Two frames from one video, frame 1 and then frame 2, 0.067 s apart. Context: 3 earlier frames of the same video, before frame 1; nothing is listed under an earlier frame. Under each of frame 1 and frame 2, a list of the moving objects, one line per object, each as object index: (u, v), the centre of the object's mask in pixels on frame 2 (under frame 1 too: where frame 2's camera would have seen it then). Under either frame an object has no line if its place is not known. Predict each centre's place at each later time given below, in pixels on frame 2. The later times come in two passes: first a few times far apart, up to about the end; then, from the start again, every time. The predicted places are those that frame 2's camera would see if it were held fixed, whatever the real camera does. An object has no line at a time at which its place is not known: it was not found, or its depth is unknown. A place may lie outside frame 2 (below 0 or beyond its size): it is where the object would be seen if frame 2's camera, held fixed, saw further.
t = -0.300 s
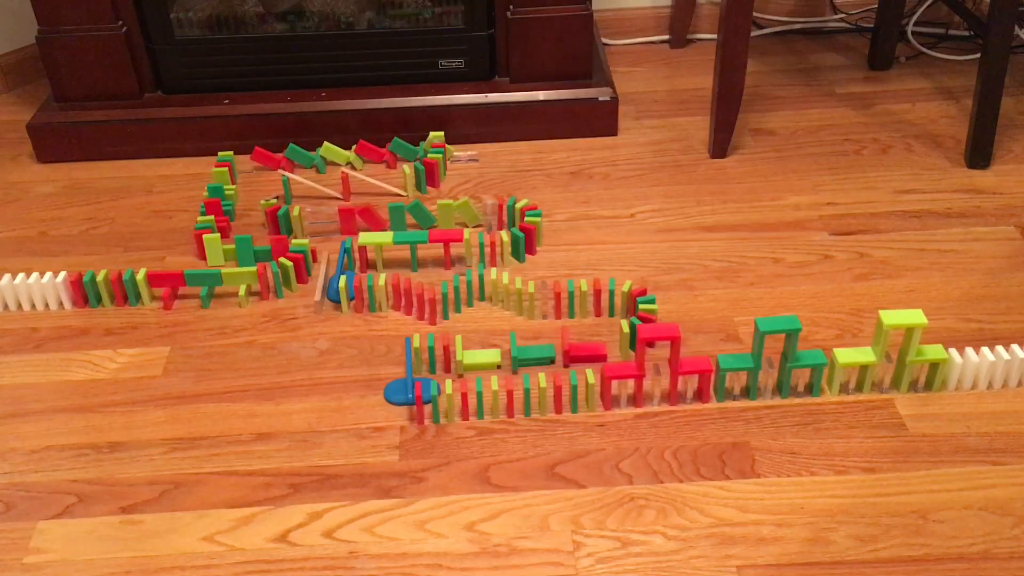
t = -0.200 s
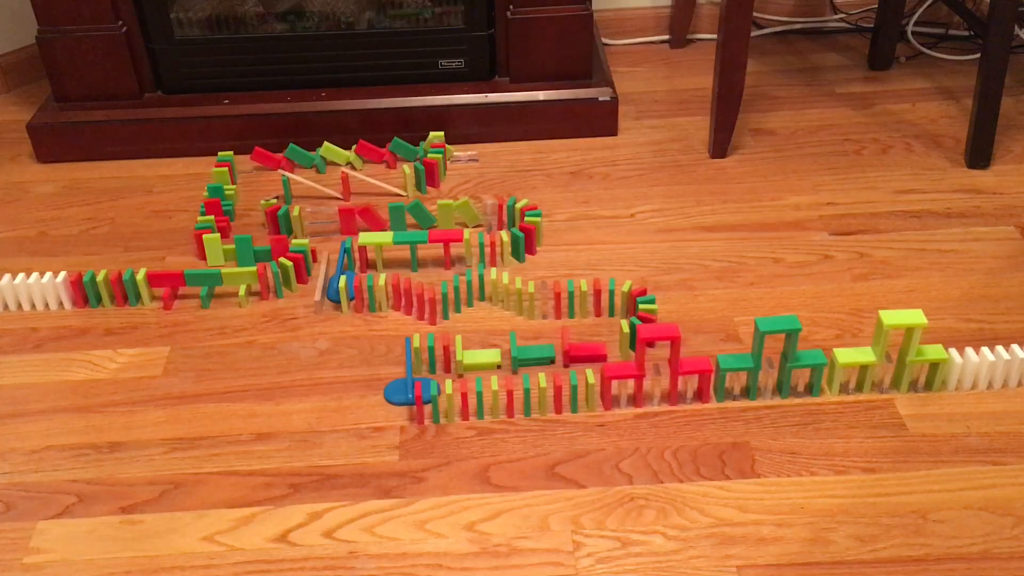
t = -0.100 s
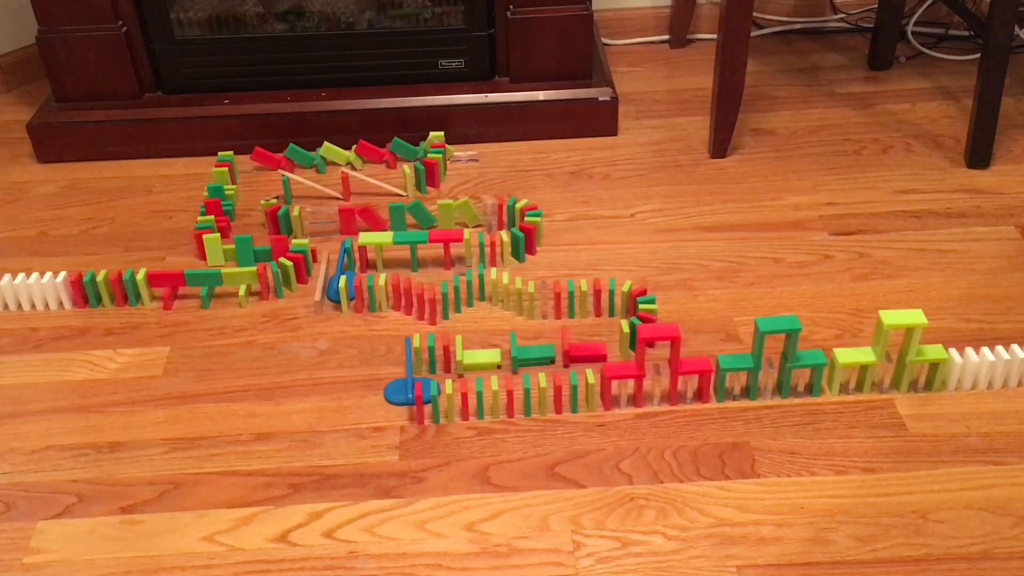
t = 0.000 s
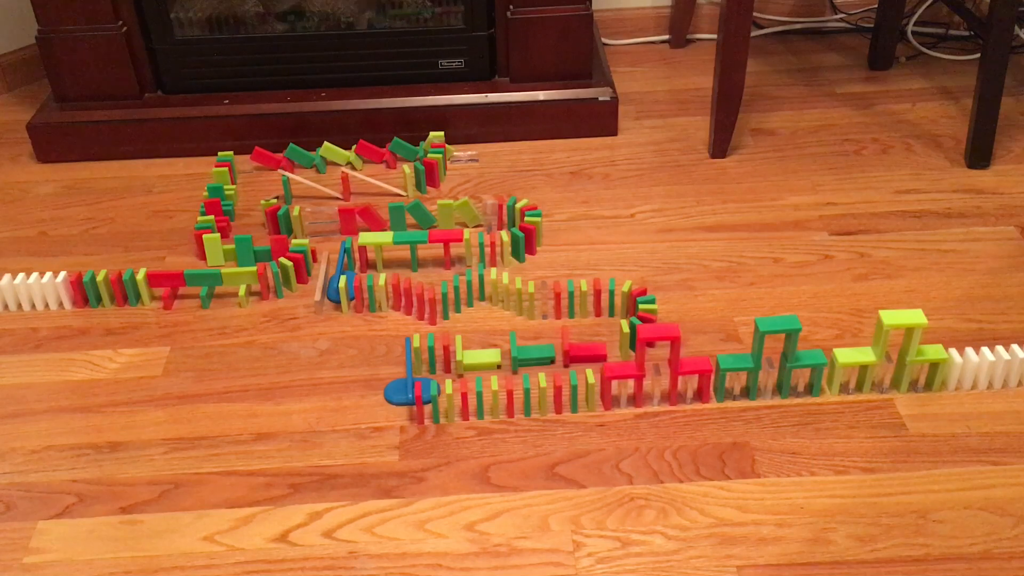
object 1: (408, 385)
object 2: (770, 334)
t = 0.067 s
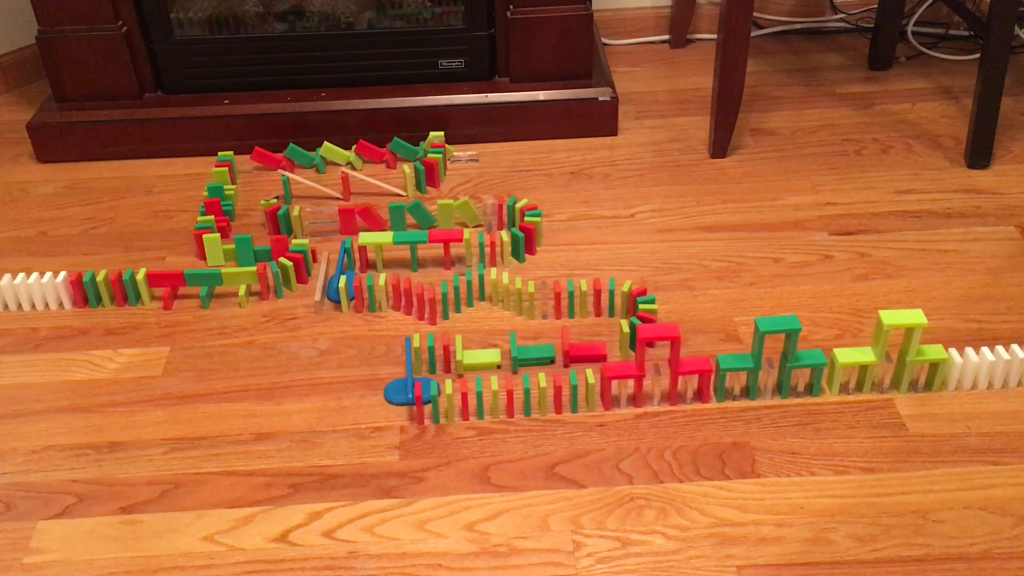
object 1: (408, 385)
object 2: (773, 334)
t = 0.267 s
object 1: (408, 385)
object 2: (773, 334)
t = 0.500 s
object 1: (408, 385)
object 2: (773, 334)
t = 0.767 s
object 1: (407, 385)
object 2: (773, 334)
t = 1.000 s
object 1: (408, 385)
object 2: (773, 334)
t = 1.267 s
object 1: (408, 385)
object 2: (773, 334)
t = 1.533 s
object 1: (407, 385)
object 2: (773, 334)
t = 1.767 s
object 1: (407, 385)
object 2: (770, 334)
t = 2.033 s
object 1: (409, 385)
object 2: (771, 334)
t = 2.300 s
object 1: (409, 385)
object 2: (770, 334)
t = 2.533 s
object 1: (409, 385)
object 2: (770, 334)
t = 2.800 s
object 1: (409, 385)
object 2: (770, 334)
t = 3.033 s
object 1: (408, 385)
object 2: (770, 334)
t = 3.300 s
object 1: (409, 385)
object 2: (771, 334)
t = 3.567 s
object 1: (409, 385)
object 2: (771, 334)
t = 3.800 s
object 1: (409, 385)
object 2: (772, 334)
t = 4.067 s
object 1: (409, 385)
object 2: (771, 334)
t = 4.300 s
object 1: (409, 385)
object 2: (771, 334)
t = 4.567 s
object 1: (409, 385)
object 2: (771, 334)
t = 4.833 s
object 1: (409, 385)
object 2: (770, 334)
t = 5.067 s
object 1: (408, 385)
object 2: (771, 334)
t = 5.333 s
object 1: (408, 385)
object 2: (770, 334)
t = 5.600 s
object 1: (408, 385)
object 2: (770, 334)
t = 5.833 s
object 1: (408, 385)
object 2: (770, 334)
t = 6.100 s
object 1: (401, 386)
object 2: (770, 334)
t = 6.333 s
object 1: (401, 384)
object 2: (771, 334)
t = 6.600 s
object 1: (401, 386)
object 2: (774, 351)
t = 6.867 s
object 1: (402, 386)
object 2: (724, 388)
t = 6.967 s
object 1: (402, 386)
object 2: (708, 415)
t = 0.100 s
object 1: (408, 385)
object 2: (770, 334)
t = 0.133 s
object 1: (408, 385)
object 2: (773, 334)
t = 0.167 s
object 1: (408, 385)
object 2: (773, 334)
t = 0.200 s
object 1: (408, 385)
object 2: (773, 334)
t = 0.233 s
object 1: (408, 385)
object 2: (773, 334)
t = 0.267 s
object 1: (408, 385)
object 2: (773, 334)
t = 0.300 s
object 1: (408, 385)
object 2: (773, 334)
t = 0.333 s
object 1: (408, 385)
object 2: (773, 334)
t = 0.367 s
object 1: (408, 385)
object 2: (773, 334)
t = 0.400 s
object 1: (408, 385)
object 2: (773, 334)
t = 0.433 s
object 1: (408, 385)
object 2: (773, 334)
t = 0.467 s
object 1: (408, 385)
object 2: (773, 334)
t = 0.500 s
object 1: (408, 385)
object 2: (773, 334)
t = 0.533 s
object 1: (408, 385)
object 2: (773, 334)
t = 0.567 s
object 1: (408, 385)
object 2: (773, 334)
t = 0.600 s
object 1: (408, 385)
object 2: (773, 334)
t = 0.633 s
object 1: (408, 385)
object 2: (773, 334)
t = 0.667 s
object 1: (408, 385)
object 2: (773, 334)
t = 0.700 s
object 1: (407, 385)
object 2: (773, 334)
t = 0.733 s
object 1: (407, 385)
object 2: (773, 334)
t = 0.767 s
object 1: (407, 385)
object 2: (773, 334)
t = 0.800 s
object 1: (407, 385)
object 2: (773, 334)
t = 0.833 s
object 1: (407, 385)
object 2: (773, 334)
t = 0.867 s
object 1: (407, 385)
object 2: (773, 334)
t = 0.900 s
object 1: (407, 385)
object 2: (773, 334)
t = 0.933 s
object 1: (407, 385)
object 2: (773, 334)
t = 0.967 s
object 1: (407, 385)
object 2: (773, 334)
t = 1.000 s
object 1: (408, 385)
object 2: (773, 334)
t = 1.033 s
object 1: (407, 385)
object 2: (773, 334)
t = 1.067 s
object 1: (408, 385)
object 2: (773, 334)
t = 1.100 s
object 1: (407, 385)
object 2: (773, 334)
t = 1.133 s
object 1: (408, 385)
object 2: (773, 334)
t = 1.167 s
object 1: (408, 385)
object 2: (773, 334)
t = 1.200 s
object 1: (408, 385)
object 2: (773, 334)
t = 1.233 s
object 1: (407, 385)
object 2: (773, 334)
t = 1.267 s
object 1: (408, 385)
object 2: (773, 334)
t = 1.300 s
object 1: (407, 385)
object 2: (773, 334)
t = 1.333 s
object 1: (407, 385)
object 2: (773, 334)
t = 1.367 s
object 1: (407, 385)
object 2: (773, 334)
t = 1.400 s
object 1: (407, 385)
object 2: (773, 334)
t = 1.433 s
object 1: (407, 385)
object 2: (773, 334)
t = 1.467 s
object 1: (407, 385)
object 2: (773, 334)
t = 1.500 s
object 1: (407, 385)
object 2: (773, 334)
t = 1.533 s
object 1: (407, 385)
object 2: (773, 334)
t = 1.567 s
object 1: (408, 385)
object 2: (773, 334)
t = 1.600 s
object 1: (407, 385)
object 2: (773, 334)
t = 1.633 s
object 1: (407, 385)
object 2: (773, 334)
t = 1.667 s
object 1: (407, 385)
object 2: (773, 334)
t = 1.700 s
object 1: (408, 385)
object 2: (773, 334)
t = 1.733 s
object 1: (407, 385)
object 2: (770, 334)
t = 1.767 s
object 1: (407, 385)
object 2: (770, 334)
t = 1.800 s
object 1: (407, 385)
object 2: (770, 334)
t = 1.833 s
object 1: (407, 385)
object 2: (771, 334)
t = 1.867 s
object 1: (407, 385)
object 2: (771, 334)
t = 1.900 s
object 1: (408, 385)
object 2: (771, 334)
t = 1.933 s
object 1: (407, 385)
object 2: (770, 334)
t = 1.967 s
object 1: (409, 385)
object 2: (771, 334)
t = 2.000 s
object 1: (409, 385)
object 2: (771, 334)
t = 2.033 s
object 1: (409, 385)
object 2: (771, 334)
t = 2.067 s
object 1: (409, 385)
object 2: (771, 334)
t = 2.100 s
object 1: (409, 385)
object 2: (770, 334)
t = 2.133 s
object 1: (409, 385)
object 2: (770, 334)
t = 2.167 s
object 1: (409, 385)
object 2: (771, 334)
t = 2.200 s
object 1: (409, 385)
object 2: (770, 334)
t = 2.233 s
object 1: (409, 385)
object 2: (770, 334)
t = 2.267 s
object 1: (408, 385)
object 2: (770, 334)
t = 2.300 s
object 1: (409, 385)
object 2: (770, 334)
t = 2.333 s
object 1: (409, 385)
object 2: (771, 334)
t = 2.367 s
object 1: (409, 385)
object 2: (770, 334)
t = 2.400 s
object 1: (408, 385)
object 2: (770, 334)
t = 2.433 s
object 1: (409, 385)
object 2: (770, 334)
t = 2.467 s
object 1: (408, 385)
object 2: (770, 334)
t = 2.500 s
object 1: (408, 385)
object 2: (770, 334)
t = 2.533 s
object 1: (409, 385)
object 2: (770, 334)
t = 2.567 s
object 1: (409, 385)
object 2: (770, 334)
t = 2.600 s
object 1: (409, 385)
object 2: (771, 334)
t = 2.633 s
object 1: (409, 385)
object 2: (770, 334)
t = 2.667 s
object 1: (409, 385)
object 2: (770, 334)
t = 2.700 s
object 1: (409, 385)
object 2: (770, 334)
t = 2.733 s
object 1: (408, 385)
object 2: (770, 334)
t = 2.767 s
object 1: (409, 385)
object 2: (770, 334)
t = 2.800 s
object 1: (409, 385)
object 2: (770, 334)
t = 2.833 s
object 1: (409, 385)
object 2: (770, 334)
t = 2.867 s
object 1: (409, 385)
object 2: (770, 334)
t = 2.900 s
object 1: (409, 385)
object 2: (770, 334)
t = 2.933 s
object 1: (409, 385)
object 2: (770, 334)
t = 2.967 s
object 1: (409, 385)
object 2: (770, 334)
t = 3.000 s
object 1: (409, 385)
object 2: (770, 334)
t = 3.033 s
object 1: (408, 385)
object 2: (770, 334)
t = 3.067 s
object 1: (409, 385)
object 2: (770, 334)
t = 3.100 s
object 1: (409, 385)
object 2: (771, 334)
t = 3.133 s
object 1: (409, 385)
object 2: (770, 334)
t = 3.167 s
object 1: (409, 385)
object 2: (771, 334)
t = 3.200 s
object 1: (409, 385)
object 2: (771, 334)
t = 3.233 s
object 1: (409, 385)
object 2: (771, 334)
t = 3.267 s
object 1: (409, 385)
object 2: (771, 334)
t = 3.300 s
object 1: (409, 385)
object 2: (771, 334)
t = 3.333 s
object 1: (409, 385)
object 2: (771, 334)
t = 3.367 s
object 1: (409, 385)
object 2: (772, 334)
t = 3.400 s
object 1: (409, 385)
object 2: (772, 334)
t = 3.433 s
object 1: (409, 385)
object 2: (772, 334)
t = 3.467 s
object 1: (409, 385)
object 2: (771, 334)
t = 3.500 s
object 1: (409, 385)
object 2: (771, 334)
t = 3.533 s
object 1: (409, 385)
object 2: (771, 334)
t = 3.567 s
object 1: (409, 385)
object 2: (771, 334)
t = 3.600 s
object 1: (409, 385)
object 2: (771, 334)
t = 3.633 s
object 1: (409, 385)
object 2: (771, 334)
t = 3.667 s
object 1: (409, 385)
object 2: (771, 334)
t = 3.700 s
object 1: (409, 385)
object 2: (771, 334)
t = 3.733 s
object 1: (409, 385)
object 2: (771, 334)
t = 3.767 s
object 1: (409, 385)
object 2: (771, 334)
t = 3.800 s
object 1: (409, 385)
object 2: (772, 334)
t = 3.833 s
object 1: (409, 385)
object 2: (771, 334)
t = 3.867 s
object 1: (409, 385)
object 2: (772, 334)
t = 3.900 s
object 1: (409, 385)
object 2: (772, 334)
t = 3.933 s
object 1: (409, 385)
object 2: (772, 334)
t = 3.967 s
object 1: (408, 385)
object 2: (771, 334)
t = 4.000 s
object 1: (409, 385)
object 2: (771, 334)
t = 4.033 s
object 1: (409, 385)
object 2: (771, 334)
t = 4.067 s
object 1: (409, 385)
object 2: (771, 334)
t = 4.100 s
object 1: (408, 385)
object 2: (771, 334)
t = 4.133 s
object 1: (409, 385)
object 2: (771, 334)
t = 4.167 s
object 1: (408, 385)
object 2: (771, 334)
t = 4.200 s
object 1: (408, 385)
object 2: (771, 334)
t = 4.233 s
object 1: (408, 385)
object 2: (771, 334)
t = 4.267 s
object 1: (408, 385)
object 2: (771, 334)
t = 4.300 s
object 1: (409, 385)
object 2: (771, 334)
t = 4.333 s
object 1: (408, 385)
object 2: (771, 334)
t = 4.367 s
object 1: (408, 385)
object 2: (771, 334)
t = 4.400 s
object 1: (408, 385)
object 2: (771, 334)
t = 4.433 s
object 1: (408, 385)
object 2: (771, 334)
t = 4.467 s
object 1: (408, 385)
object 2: (771, 334)
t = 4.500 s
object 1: (409, 385)
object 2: (770, 334)
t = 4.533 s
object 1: (409, 385)
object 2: (771, 334)
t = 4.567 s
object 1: (409, 385)
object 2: (771, 334)
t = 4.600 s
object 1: (409, 385)
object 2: (771, 334)
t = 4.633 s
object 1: (409, 385)
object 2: (771, 334)
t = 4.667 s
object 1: (409, 385)
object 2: (771, 334)
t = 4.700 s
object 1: (409, 385)
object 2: (770, 334)
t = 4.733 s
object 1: (409, 385)
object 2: (770, 334)
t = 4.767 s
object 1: (409, 385)
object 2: (771, 334)
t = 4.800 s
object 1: (409, 385)
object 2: (770, 334)
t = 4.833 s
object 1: (409, 385)
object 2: (770, 334)
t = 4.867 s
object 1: (409, 385)
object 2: (770, 334)
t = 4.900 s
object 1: (408, 385)
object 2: (770, 334)
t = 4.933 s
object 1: (409, 385)
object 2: (770, 334)
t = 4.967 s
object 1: (408, 385)
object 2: (770, 334)
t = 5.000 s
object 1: (409, 385)
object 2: (770, 334)
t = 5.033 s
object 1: (409, 385)
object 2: (770, 334)
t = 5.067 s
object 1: (408, 385)
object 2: (771, 334)
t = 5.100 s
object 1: (408, 385)
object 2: (771, 334)
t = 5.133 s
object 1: (408, 385)
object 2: (771, 334)
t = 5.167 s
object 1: (408, 385)
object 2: (771, 334)
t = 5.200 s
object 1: (408, 385)
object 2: (771, 334)
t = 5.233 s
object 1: (408, 385)
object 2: (771, 334)
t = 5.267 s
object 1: (408, 385)
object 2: (770, 334)
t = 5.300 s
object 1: (409, 385)
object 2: (771, 334)
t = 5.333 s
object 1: (408, 385)
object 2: (770, 334)
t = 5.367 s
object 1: (409, 385)
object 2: (770, 334)
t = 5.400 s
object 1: (408, 385)
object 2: (770, 334)
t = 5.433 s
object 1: (407, 385)
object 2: (770, 334)
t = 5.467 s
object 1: (408, 385)
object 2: (770, 334)
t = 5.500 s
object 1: (407, 385)
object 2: (770, 334)
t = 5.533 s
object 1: (408, 385)
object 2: (770, 334)
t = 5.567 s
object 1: (408, 385)
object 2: (771, 334)
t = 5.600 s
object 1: (408, 385)
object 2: (770, 334)
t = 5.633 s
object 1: (408, 385)
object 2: (770, 334)
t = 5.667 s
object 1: (408, 385)
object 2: (770, 334)
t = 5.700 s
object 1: (408, 385)
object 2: (770, 334)
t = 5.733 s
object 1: (409, 385)
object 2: (770, 334)
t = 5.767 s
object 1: (409, 385)
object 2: (770, 334)
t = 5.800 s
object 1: (408, 385)
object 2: (770, 334)
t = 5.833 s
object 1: (408, 385)
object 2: (770, 334)
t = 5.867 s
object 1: (408, 385)
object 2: (770, 334)
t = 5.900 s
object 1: (407, 386)
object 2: (770, 334)
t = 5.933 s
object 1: (405, 385)
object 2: (770, 334)
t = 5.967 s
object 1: (403, 385)
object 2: (770, 334)
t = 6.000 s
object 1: (402, 386)
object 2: (770, 334)
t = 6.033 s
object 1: (400, 386)
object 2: (770, 334)
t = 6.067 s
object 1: (400, 386)
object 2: (770, 334)
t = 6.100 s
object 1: (401, 386)
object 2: (770, 334)
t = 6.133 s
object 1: (401, 386)
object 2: (770, 334)
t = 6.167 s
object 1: (401, 385)
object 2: (771, 334)
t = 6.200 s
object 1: (401, 385)
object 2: (771, 334)
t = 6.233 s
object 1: (401, 385)
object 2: (771, 334)
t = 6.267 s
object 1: (401, 385)
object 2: (771, 334)
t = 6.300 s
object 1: (401, 384)
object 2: (771, 334)
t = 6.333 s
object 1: (401, 384)
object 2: (771, 334)
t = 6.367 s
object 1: (401, 384)
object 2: (771, 334)
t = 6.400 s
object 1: (401, 384)
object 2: (771, 334)
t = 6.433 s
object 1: (400, 385)
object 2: (773, 334)
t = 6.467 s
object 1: (400, 385)
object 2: (774, 334)
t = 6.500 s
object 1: (400, 385)
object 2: (775, 336)
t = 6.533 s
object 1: (400, 385)
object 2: (774, 342)
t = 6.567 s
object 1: (400, 386)
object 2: (774, 348)
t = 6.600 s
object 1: (401, 386)
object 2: (774, 351)
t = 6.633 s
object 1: (401, 386)
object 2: (773, 354)
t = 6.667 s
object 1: (401, 386)
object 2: (768, 358)
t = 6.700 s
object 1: (401, 386)
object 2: (766, 362)
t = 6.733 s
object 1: (401, 386)
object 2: (758, 364)
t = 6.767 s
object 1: (401, 386)
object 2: (754, 365)
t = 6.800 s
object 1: (401, 386)
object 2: (751, 369)
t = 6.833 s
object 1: (401, 386)
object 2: (733, 377)
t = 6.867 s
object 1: (402, 386)
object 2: (724, 388)
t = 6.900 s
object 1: (402, 386)
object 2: (715, 404)
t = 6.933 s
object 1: (402, 386)
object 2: (711, 412)
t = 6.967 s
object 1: (402, 386)
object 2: (708, 415)
